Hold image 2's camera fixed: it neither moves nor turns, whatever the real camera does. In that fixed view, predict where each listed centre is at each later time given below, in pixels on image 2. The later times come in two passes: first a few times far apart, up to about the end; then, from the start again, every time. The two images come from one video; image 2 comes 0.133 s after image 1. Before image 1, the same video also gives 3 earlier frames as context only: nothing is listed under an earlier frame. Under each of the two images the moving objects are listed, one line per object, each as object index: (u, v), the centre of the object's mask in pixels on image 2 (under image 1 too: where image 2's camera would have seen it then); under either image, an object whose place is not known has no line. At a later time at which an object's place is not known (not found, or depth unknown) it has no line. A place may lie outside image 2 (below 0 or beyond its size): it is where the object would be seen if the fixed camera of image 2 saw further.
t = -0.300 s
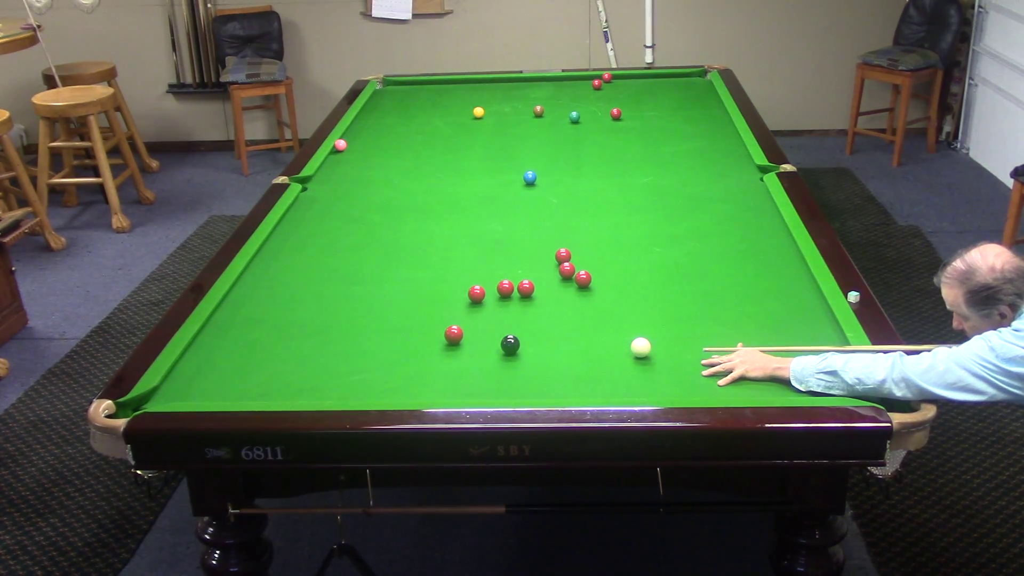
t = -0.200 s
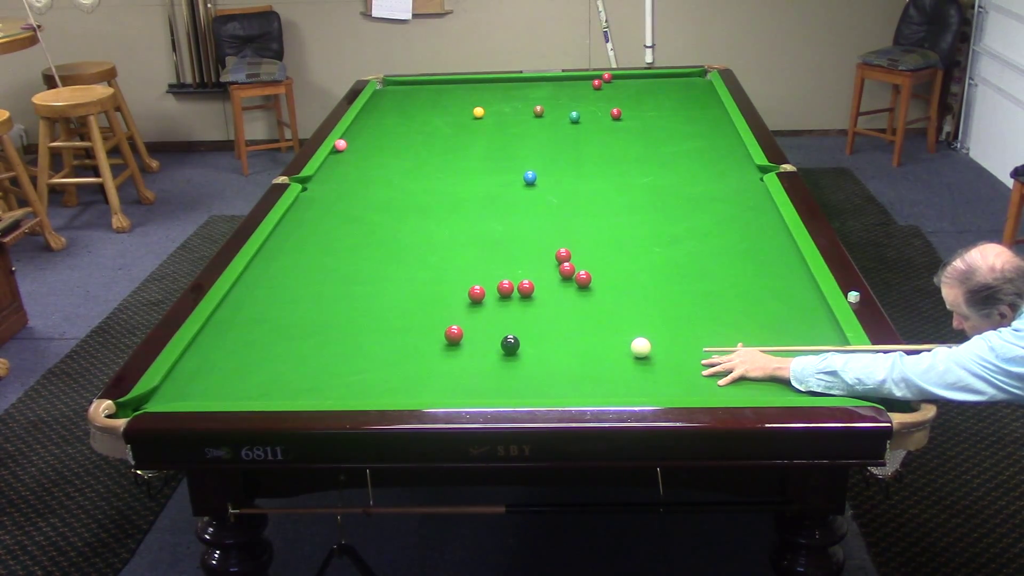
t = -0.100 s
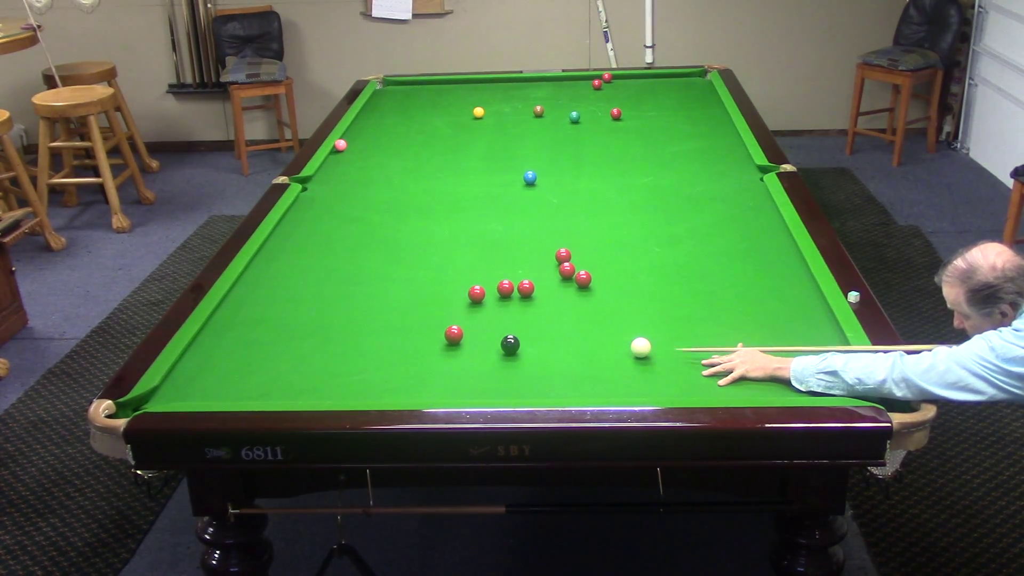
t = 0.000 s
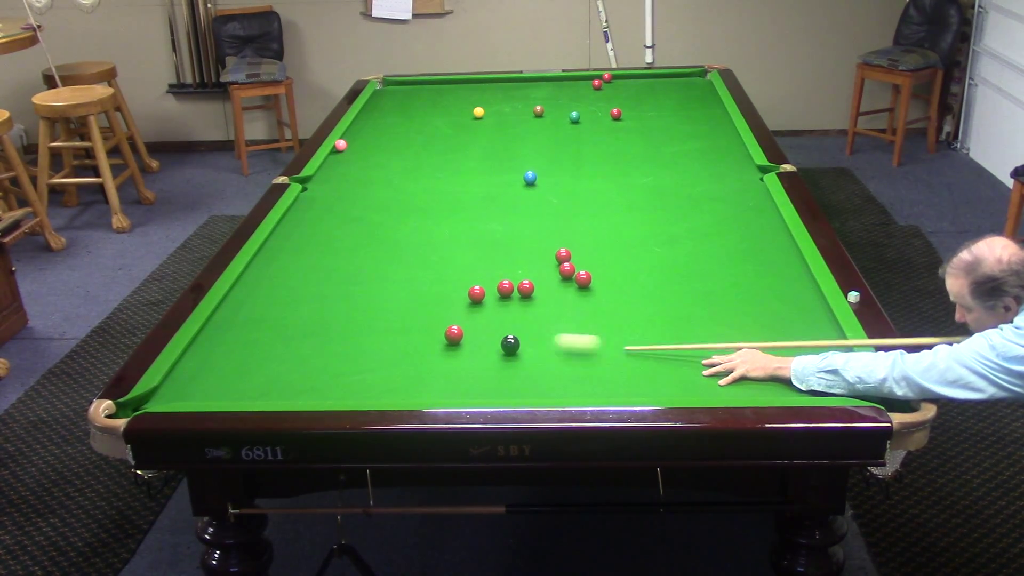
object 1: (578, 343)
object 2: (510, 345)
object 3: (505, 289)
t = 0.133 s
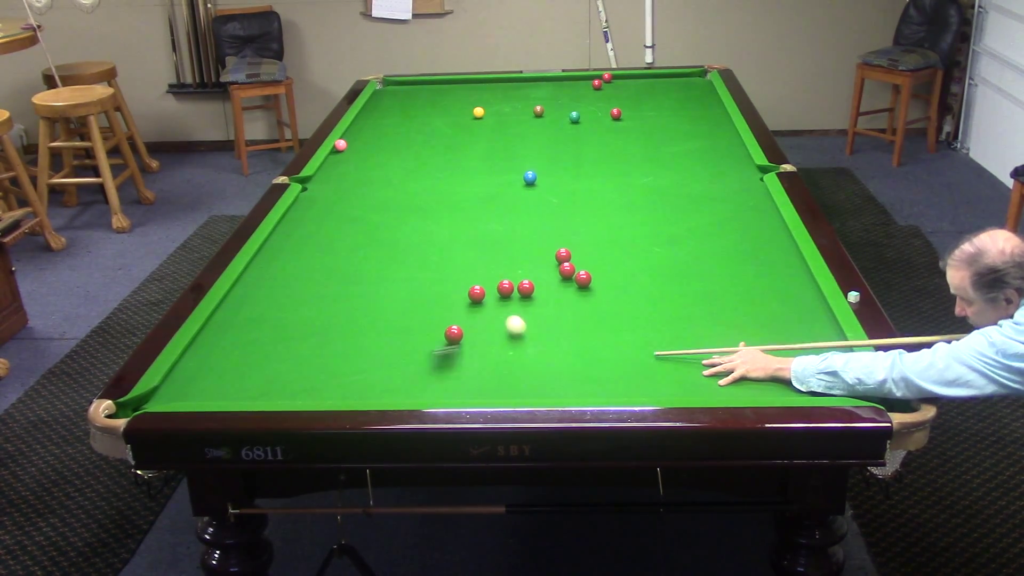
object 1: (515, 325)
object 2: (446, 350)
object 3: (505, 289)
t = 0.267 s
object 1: (506, 308)
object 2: (352, 373)
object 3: (505, 288)
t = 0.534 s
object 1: (497, 293)
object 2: (180, 397)
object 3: (507, 279)
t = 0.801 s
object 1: (489, 286)
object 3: (510, 264)
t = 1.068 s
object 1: (481, 281)
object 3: (513, 251)
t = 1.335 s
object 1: (473, 277)
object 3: (516, 240)
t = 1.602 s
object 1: (467, 274)
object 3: (519, 230)
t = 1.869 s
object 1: (461, 271)
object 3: (522, 221)
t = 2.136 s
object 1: (457, 269)
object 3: (526, 213)
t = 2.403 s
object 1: (454, 268)
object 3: (528, 207)
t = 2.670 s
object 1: (452, 267)
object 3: (531, 201)
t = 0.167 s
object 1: (512, 320)
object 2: (422, 357)
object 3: (505, 289)
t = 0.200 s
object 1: (509, 316)
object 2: (397, 362)
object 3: (505, 288)
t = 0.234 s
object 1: (507, 312)
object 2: (374, 367)
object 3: (505, 289)
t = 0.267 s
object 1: (506, 308)
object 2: (352, 373)
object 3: (505, 288)
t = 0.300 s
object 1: (505, 304)
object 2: (330, 376)
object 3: (505, 287)
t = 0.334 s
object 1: (504, 301)
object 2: (309, 380)
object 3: (505, 287)
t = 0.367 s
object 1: (503, 298)
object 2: (287, 384)
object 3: (506, 285)
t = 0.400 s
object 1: (502, 296)
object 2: (265, 388)
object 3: (507, 284)
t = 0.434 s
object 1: (501, 295)
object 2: (244, 391)
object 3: (507, 283)
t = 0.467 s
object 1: (500, 295)
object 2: (223, 393)
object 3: (507, 282)
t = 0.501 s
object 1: (498, 294)
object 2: (201, 395)
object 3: (507, 280)
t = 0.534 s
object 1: (497, 293)
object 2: (180, 397)
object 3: (507, 279)
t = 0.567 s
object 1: (496, 292)
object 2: (162, 398)
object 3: (507, 277)
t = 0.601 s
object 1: (495, 291)
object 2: (145, 402)
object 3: (508, 275)
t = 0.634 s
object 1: (494, 290)
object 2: (142, 407)
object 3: (508, 273)
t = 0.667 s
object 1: (493, 290)
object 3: (509, 271)
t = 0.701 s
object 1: (492, 289)
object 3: (509, 269)
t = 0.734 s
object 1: (491, 288)
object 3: (509, 267)
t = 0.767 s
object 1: (490, 287)
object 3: (510, 266)
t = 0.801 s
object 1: (489, 286)
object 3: (510, 264)
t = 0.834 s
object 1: (488, 286)
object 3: (510, 262)
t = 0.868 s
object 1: (487, 285)
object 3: (511, 261)
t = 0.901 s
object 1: (486, 284)
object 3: (511, 259)
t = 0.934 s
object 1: (485, 283)
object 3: (511, 257)
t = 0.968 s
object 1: (484, 282)
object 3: (512, 256)
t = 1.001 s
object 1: (483, 282)
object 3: (512, 254)
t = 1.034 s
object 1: (482, 281)
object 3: (513, 253)
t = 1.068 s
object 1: (481, 281)
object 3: (513, 251)
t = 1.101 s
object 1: (480, 280)
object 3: (513, 250)
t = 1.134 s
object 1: (479, 280)
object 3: (514, 248)
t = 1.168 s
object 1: (478, 279)
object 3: (514, 247)
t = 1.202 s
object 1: (476, 278)
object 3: (514, 245)
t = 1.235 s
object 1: (475, 278)
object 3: (515, 244)
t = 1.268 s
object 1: (475, 278)
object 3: (515, 243)
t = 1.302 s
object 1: (474, 277)
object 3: (516, 241)
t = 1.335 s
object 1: (473, 277)
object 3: (516, 240)
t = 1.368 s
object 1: (472, 277)
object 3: (516, 239)
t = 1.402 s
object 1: (471, 276)
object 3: (517, 237)
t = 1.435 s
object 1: (471, 276)
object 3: (517, 236)
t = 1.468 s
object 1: (470, 276)
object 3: (518, 235)
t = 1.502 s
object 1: (469, 275)
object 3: (518, 233)
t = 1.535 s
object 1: (468, 275)
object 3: (518, 232)
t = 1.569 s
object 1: (467, 275)
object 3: (519, 231)
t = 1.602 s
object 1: (467, 274)
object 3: (519, 230)
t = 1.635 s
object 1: (466, 274)
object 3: (519, 229)
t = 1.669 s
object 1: (465, 273)
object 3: (520, 227)
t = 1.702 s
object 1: (465, 273)
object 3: (520, 226)
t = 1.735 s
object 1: (464, 273)
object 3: (521, 225)
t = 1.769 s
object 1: (463, 272)
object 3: (521, 224)
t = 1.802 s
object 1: (463, 272)
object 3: (522, 223)
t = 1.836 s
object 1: (462, 272)
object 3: (522, 222)
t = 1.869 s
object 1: (461, 271)
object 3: (522, 221)
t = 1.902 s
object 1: (461, 271)
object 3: (523, 220)
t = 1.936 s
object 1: (460, 271)
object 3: (523, 219)
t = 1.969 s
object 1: (460, 271)
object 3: (524, 218)
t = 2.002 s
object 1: (459, 270)
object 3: (524, 217)
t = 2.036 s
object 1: (459, 270)
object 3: (524, 216)
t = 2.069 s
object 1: (458, 270)
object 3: (525, 215)
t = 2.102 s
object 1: (458, 270)
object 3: (525, 214)
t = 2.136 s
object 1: (457, 269)
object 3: (526, 213)
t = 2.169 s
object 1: (457, 269)
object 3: (526, 212)
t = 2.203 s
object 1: (456, 269)
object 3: (526, 212)
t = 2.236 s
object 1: (456, 269)
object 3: (527, 211)
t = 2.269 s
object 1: (455, 269)
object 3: (527, 210)
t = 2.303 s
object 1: (455, 269)
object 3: (527, 209)
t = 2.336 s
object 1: (454, 268)
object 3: (528, 208)
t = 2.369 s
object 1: (454, 268)
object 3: (528, 207)
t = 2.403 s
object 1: (454, 268)
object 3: (528, 207)
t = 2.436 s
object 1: (453, 268)
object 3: (529, 206)
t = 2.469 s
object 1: (453, 268)
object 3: (529, 205)
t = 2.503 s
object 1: (453, 268)
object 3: (529, 204)
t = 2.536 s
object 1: (452, 268)
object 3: (530, 204)
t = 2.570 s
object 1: (452, 267)
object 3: (530, 203)
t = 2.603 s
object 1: (452, 267)
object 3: (530, 202)
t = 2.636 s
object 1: (452, 267)
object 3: (531, 201)
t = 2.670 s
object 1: (452, 267)
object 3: (531, 201)
